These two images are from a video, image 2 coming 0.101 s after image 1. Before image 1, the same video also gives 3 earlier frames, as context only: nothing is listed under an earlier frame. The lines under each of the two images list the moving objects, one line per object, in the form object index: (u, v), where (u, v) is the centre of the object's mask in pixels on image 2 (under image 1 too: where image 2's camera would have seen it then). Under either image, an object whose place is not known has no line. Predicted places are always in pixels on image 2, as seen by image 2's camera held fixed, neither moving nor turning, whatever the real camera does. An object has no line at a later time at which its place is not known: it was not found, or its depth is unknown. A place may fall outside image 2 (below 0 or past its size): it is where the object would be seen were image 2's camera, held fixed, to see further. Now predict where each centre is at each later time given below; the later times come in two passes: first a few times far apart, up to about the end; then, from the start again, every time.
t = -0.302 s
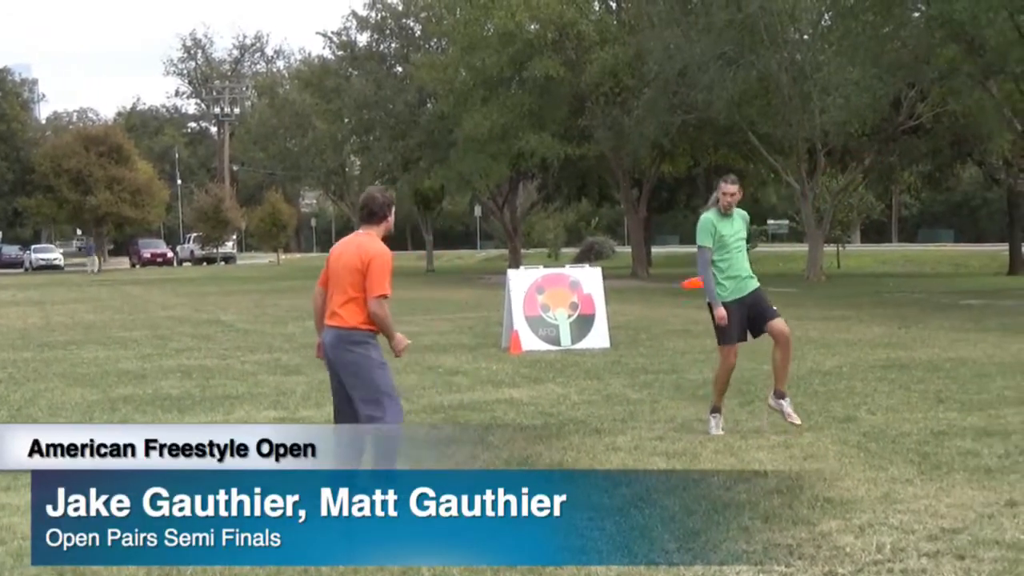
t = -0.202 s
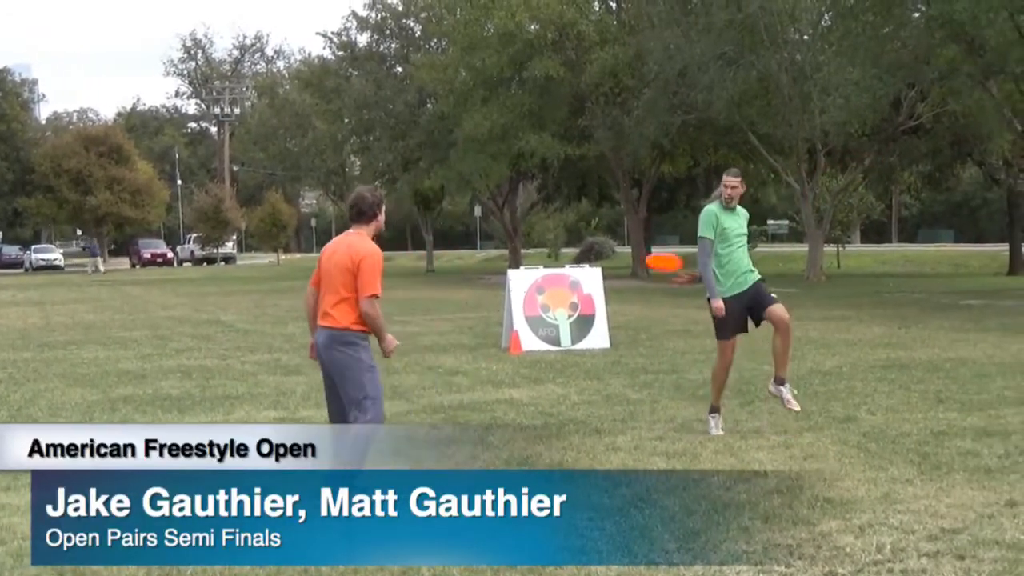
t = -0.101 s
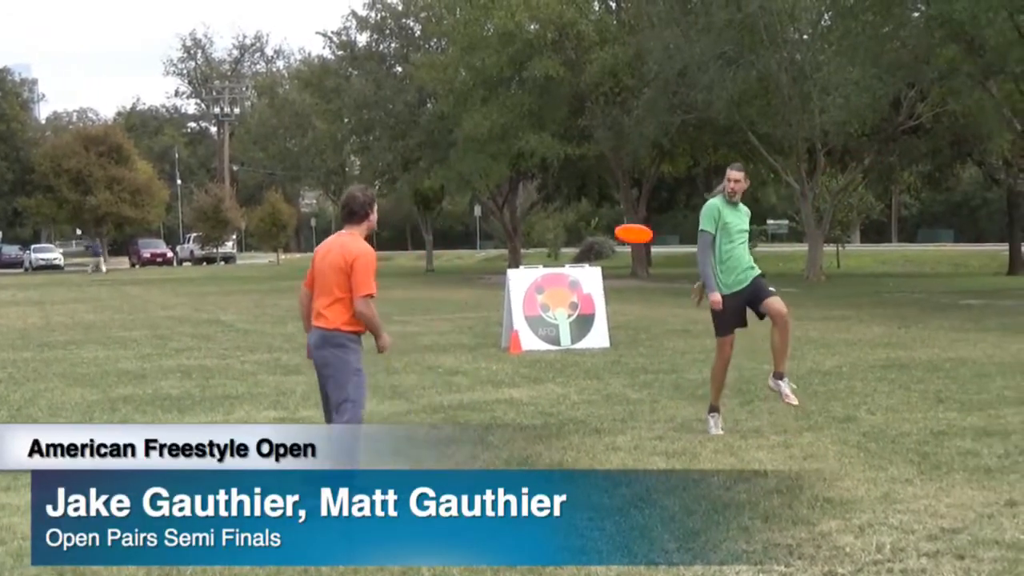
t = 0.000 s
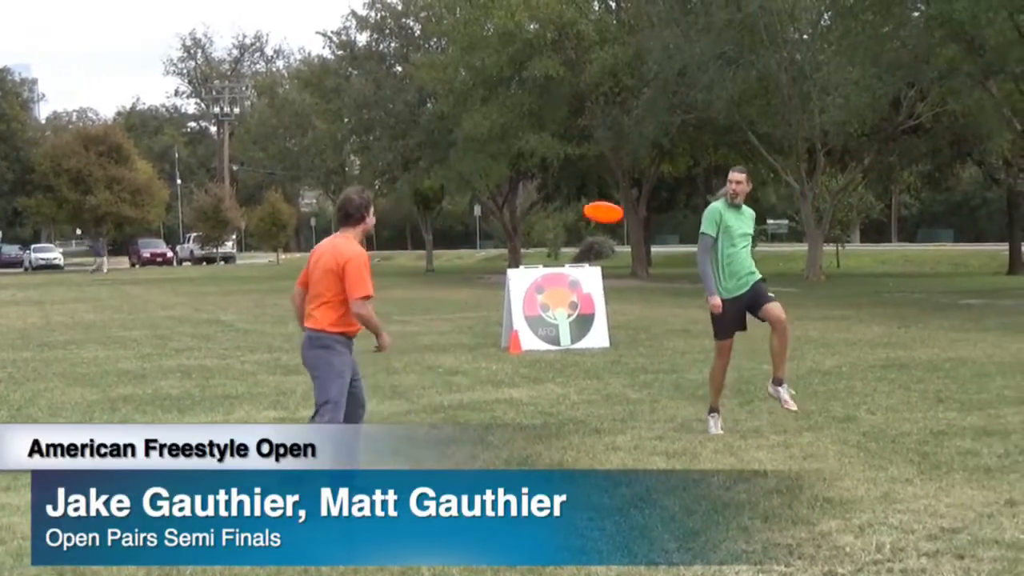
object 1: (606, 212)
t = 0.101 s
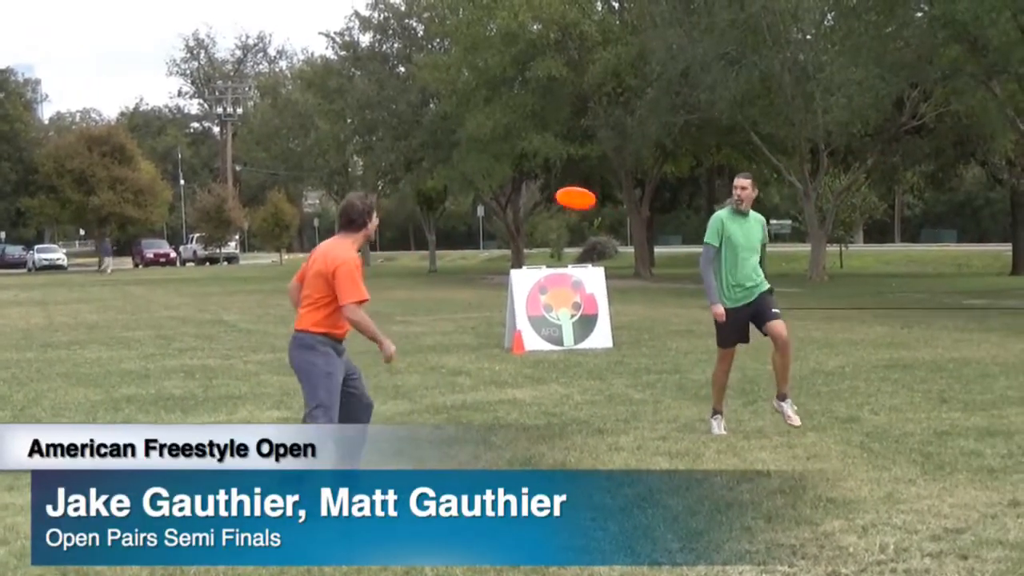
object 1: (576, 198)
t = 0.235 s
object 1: (533, 189)
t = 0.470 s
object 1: (461, 199)
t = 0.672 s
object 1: (401, 234)
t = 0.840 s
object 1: (358, 285)
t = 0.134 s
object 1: (565, 194)
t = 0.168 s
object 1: (555, 192)
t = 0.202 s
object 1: (544, 190)
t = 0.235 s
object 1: (533, 189)
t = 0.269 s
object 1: (524, 188)
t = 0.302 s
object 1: (513, 188)
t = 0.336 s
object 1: (502, 189)
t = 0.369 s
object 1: (492, 190)
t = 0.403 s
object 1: (482, 193)
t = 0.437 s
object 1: (472, 195)
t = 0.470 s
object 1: (461, 199)
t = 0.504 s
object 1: (452, 204)
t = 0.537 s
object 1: (442, 208)
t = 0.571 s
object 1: (432, 215)
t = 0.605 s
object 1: (422, 221)
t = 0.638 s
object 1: (412, 227)
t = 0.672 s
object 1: (401, 234)
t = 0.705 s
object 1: (394, 244)
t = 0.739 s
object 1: (385, 253)
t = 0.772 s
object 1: (375, 262)
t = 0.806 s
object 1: (366, 273)
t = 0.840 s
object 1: (358, 285)
